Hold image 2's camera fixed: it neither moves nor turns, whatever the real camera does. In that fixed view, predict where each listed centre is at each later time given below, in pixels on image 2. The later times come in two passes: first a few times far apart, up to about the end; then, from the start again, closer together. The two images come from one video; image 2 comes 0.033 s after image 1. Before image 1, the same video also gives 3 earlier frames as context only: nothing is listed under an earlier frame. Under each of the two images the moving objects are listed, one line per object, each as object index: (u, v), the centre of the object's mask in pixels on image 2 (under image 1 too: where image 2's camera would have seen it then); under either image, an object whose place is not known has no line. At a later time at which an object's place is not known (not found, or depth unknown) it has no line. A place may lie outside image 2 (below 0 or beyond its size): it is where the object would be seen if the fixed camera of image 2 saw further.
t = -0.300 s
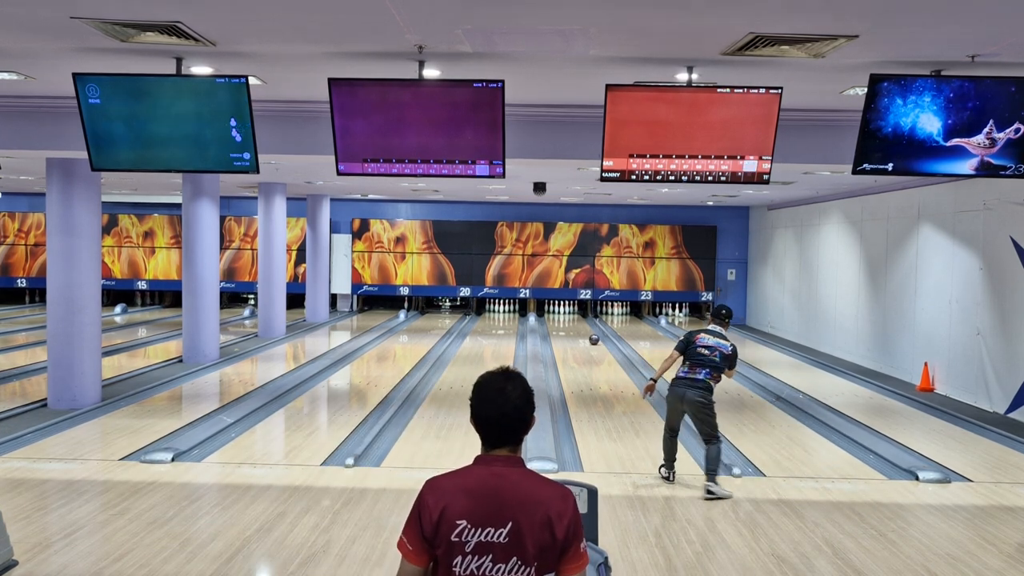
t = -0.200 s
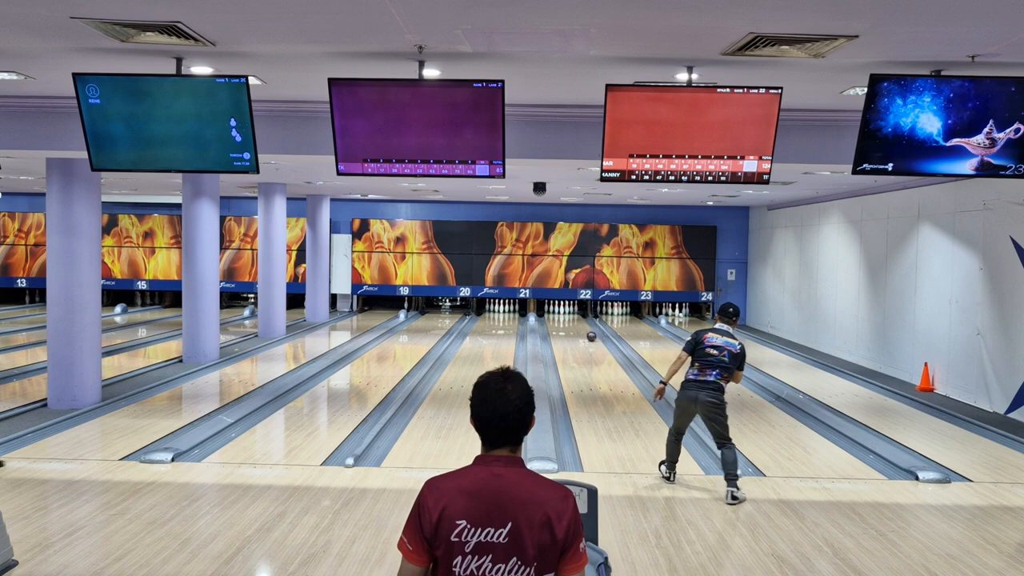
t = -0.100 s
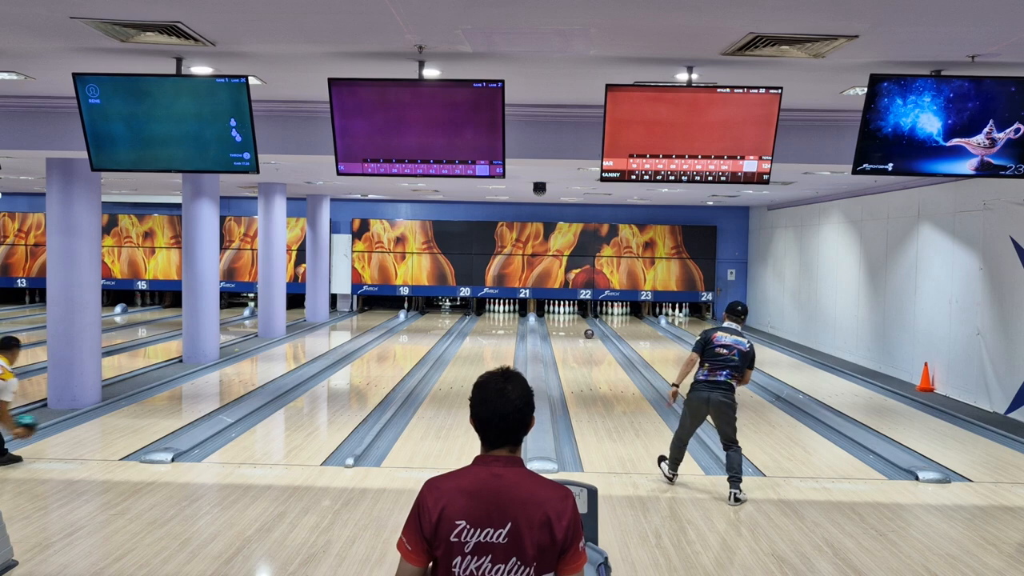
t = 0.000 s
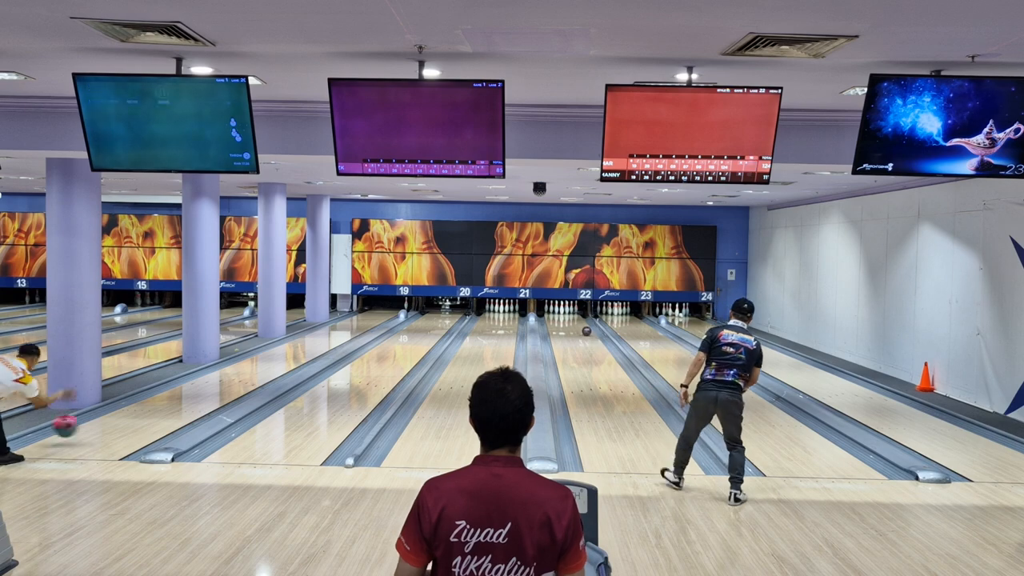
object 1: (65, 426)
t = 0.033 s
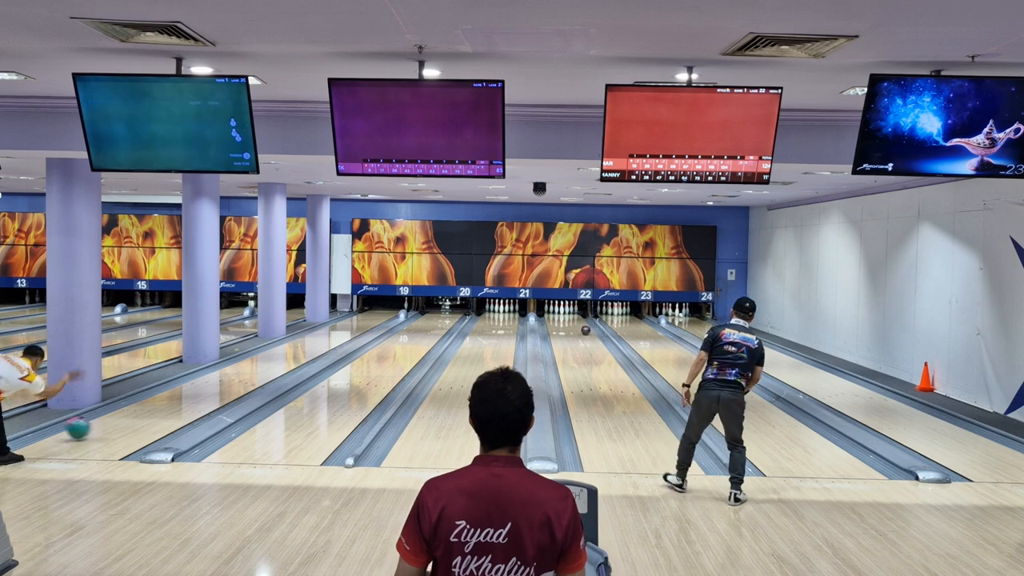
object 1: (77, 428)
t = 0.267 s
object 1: (152, 403)
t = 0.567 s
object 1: (219, 377)
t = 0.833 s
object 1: (262, 361)
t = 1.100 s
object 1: (296, 349)
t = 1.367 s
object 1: (322, 339)
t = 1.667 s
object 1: (346, 330)
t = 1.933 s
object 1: (362, 324)
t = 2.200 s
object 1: (376, 318)
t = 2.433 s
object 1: (386, 314)
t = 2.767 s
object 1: (396, 309)
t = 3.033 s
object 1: (402, 306)
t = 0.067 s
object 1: (91, 424)
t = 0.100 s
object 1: (102, 420)
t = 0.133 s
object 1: (113, 416)
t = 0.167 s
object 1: (123, 413)
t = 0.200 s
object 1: (133, 409)
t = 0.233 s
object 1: (143, 406)
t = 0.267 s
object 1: (152, 403)
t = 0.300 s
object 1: (161, 399)
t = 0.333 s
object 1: (169, 396)
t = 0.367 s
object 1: (177, 393)
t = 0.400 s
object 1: (185, 390)
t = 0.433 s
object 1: (192, 388)
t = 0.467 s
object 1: (199, 385)
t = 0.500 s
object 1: (206, 382)
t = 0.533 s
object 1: (213, 380)
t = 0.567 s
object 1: (219, 377)
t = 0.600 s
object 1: (225, 375)
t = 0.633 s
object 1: (231, 373)
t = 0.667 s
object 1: (237, 371)
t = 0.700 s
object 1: (242, 369)
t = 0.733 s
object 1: (248, 367)
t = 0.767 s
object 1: (253, 365)
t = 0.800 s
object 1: (257, 363)
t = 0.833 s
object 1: (262, 361)
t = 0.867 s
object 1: (267, 360)
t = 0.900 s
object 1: (271, 358)
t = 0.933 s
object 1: (276, 356)
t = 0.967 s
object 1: (280, 355)
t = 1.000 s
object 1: (284, 353)
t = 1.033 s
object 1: (288, 352)
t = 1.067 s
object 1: (292, 350)
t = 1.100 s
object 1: (296, 349)
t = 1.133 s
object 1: (299, 348)
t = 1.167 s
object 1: (303, 346)
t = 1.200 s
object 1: (306, 345)
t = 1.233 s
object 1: (310, 344)
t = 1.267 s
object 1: (313, 342)
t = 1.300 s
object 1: (316, 341)
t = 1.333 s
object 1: (319, 340)
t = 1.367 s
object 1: (322, 339)
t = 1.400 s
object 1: (325, 338)
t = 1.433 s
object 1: (328, 337)
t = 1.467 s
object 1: (330, 336)
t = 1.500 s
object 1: (333, 335)
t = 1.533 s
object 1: (336, 334)
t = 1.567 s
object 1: (338, 333)
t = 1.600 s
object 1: (341, 332)
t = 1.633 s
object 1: (343, 331)
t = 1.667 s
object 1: (346, 330)
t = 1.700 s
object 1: (348, 329)
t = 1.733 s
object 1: (350, 328)
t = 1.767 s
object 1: (353, 328)
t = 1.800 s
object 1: (355, 327)
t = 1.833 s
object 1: (357, 326)
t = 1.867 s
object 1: (359, 325)
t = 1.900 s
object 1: (361, 324)
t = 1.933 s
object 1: (362, 324)
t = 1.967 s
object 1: (364, 323)
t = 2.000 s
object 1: (367, 322)
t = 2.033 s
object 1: (368, 322)
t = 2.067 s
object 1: (370, 321)
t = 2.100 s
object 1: (372, 320)
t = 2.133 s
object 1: (374, 319)
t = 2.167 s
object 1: (375, 319)
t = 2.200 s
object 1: (376, 318)
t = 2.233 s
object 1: (378, 317)
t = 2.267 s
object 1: (380, 317)
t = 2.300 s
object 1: (381, 316)
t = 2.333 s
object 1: (382, 316)
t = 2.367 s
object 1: (384, 315)
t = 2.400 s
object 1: (386, 314)
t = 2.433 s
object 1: (386, 314)
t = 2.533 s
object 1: (390, 312)
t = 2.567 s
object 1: (391, 311)
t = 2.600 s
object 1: (391, 312)
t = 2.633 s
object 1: (393, 310)
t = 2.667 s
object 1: (394, 310)
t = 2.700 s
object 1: (395, 310)
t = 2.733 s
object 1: (396, 309)
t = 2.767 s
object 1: (396, 309)
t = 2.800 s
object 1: (397, 308)
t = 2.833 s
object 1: (397, 308)
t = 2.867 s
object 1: (398, 307)
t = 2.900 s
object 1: (399, 307)
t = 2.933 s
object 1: (399, 307)
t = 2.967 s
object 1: (400, 307)
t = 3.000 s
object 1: (401, 306)
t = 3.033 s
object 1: (402, 306)
